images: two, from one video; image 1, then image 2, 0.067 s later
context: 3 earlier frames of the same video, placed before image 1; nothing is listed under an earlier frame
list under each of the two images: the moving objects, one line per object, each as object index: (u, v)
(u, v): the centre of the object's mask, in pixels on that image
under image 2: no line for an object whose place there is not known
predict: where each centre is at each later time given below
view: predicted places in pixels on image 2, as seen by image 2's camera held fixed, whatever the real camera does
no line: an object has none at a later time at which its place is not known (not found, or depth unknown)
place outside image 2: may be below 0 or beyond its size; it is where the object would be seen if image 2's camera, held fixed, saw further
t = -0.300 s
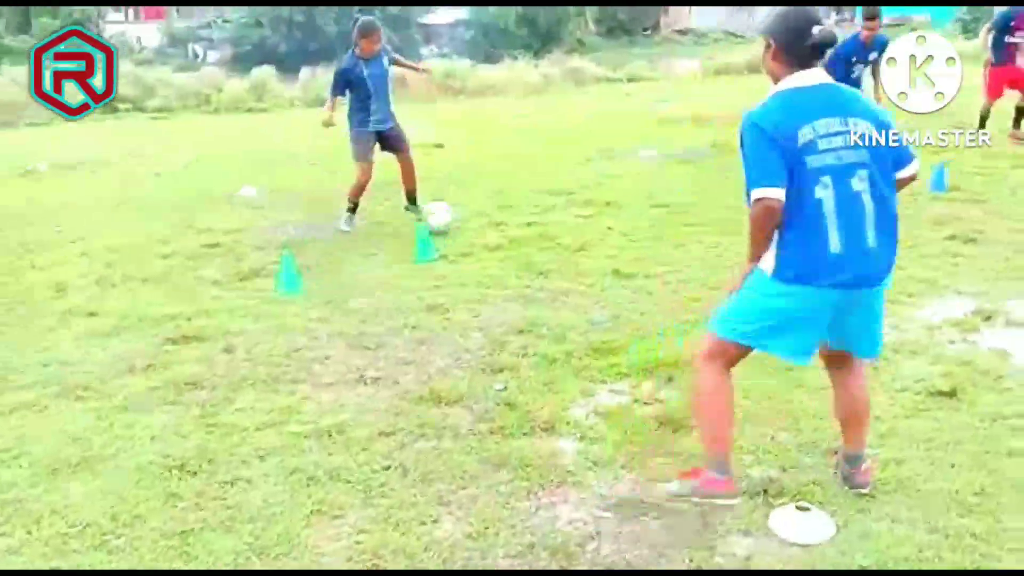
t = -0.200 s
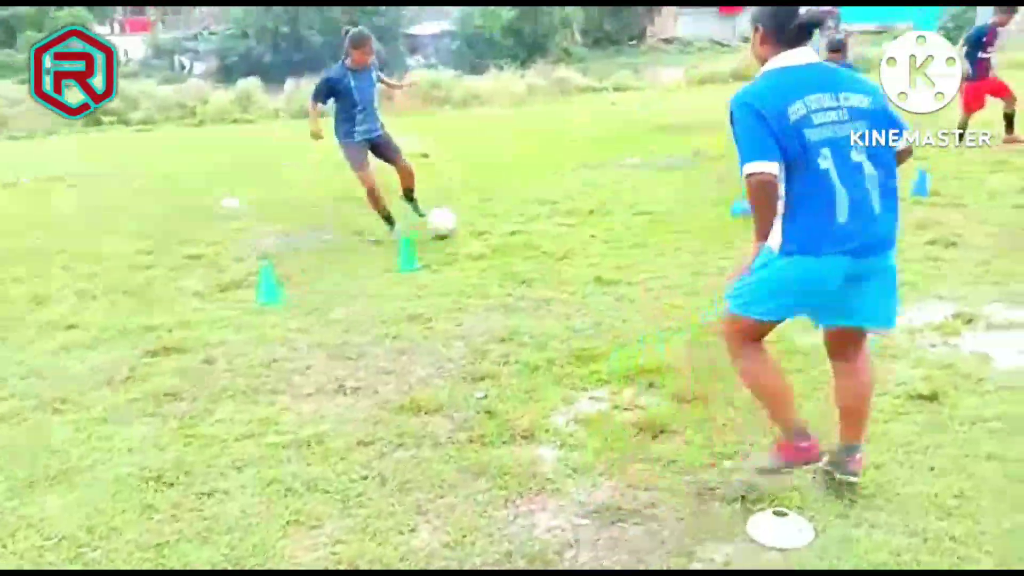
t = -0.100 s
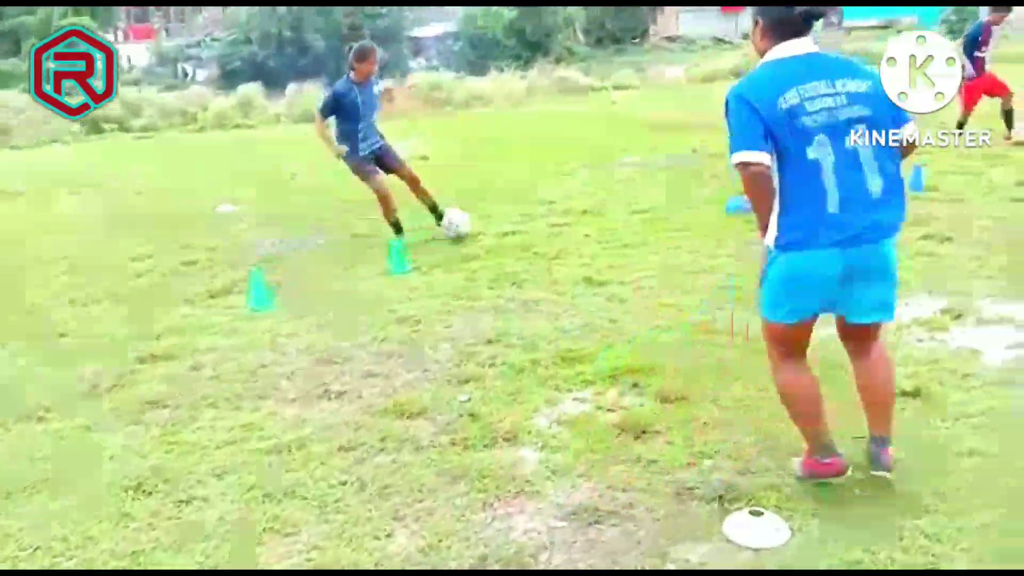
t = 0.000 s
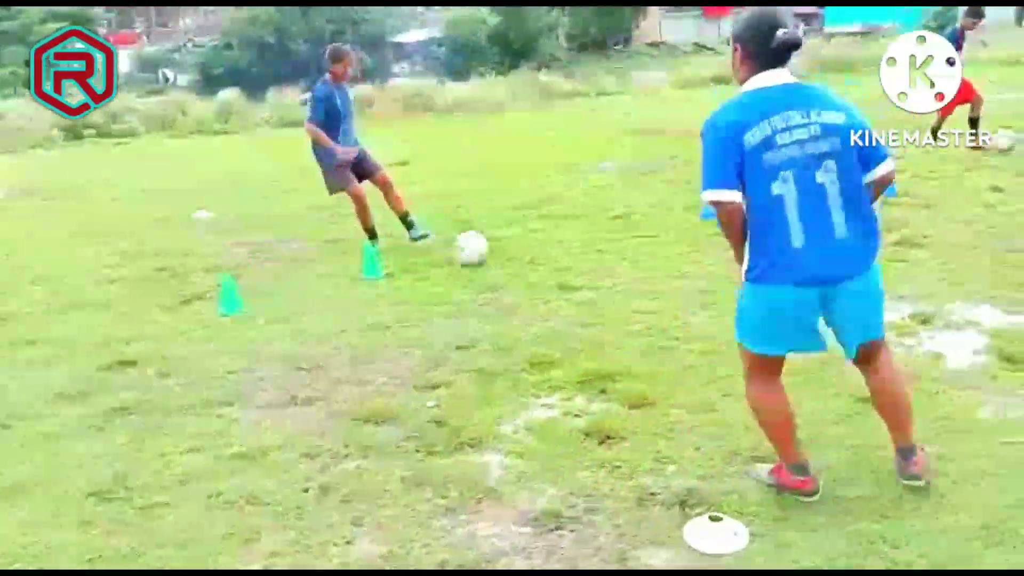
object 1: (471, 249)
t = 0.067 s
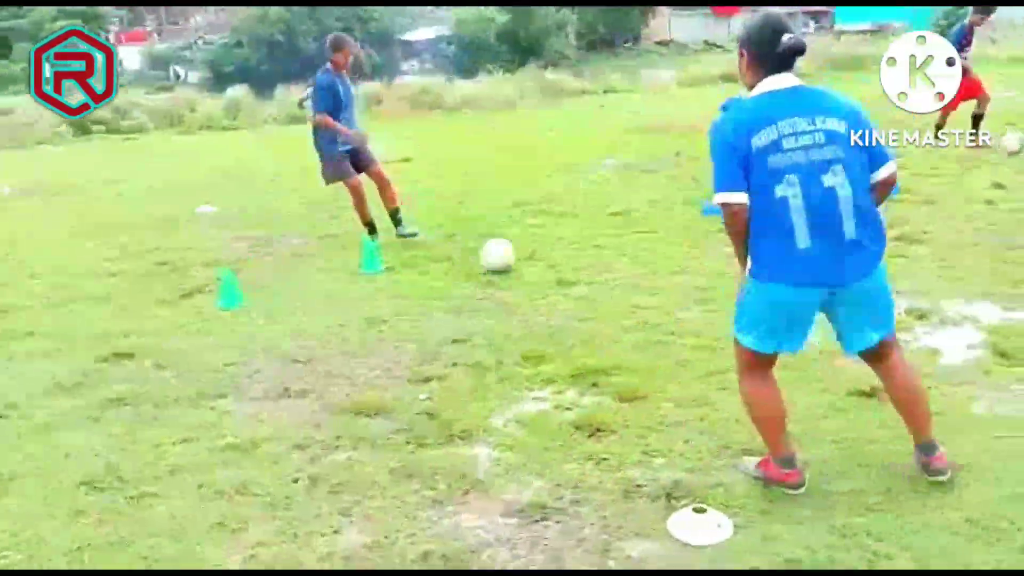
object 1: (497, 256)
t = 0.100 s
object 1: (510, 260)
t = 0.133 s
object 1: (524, 265)
